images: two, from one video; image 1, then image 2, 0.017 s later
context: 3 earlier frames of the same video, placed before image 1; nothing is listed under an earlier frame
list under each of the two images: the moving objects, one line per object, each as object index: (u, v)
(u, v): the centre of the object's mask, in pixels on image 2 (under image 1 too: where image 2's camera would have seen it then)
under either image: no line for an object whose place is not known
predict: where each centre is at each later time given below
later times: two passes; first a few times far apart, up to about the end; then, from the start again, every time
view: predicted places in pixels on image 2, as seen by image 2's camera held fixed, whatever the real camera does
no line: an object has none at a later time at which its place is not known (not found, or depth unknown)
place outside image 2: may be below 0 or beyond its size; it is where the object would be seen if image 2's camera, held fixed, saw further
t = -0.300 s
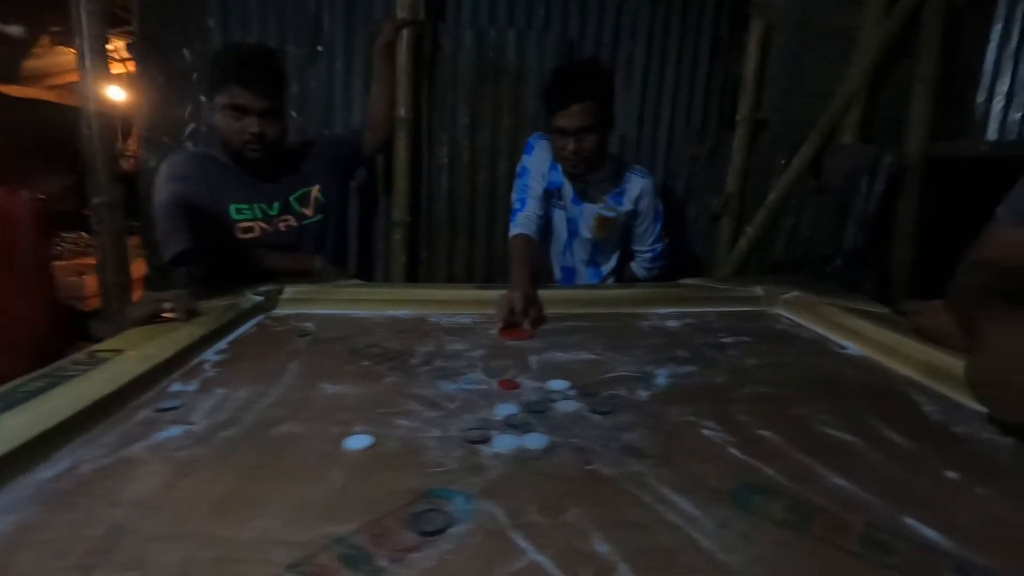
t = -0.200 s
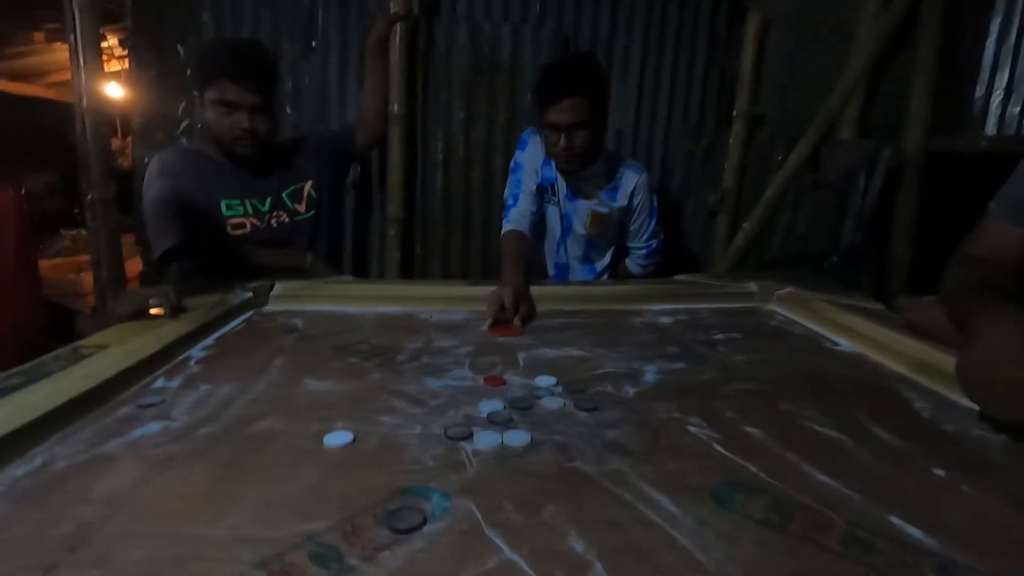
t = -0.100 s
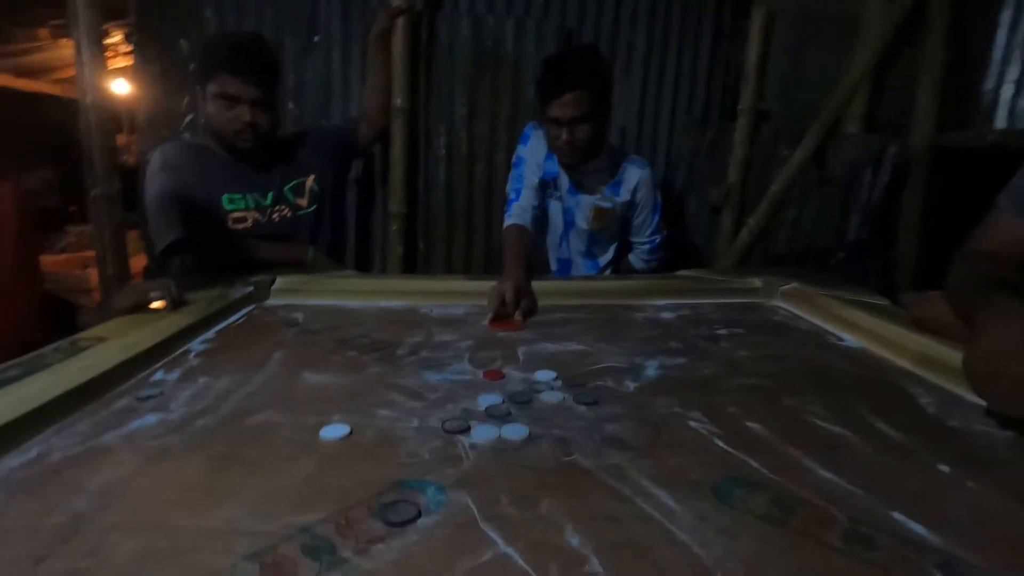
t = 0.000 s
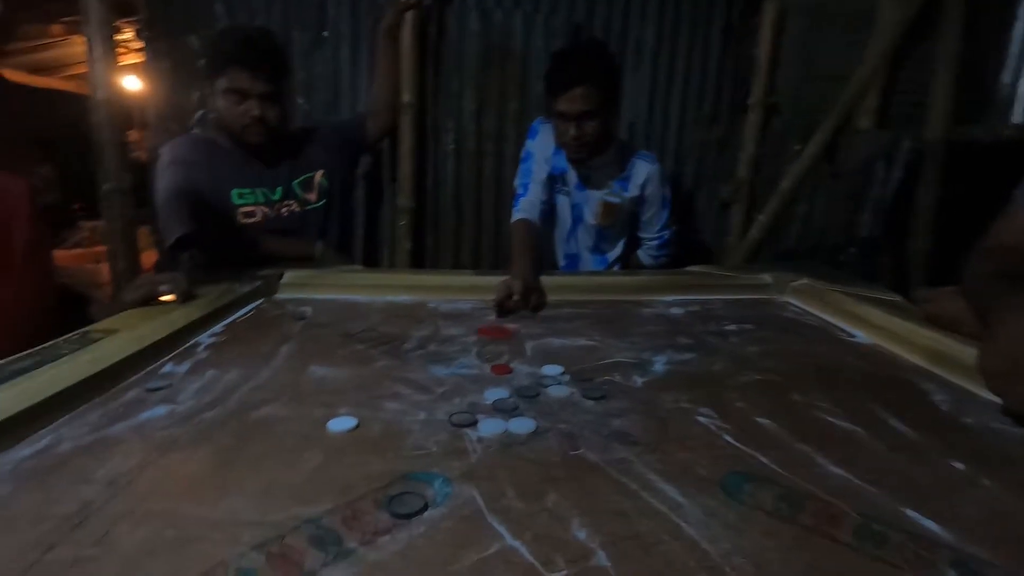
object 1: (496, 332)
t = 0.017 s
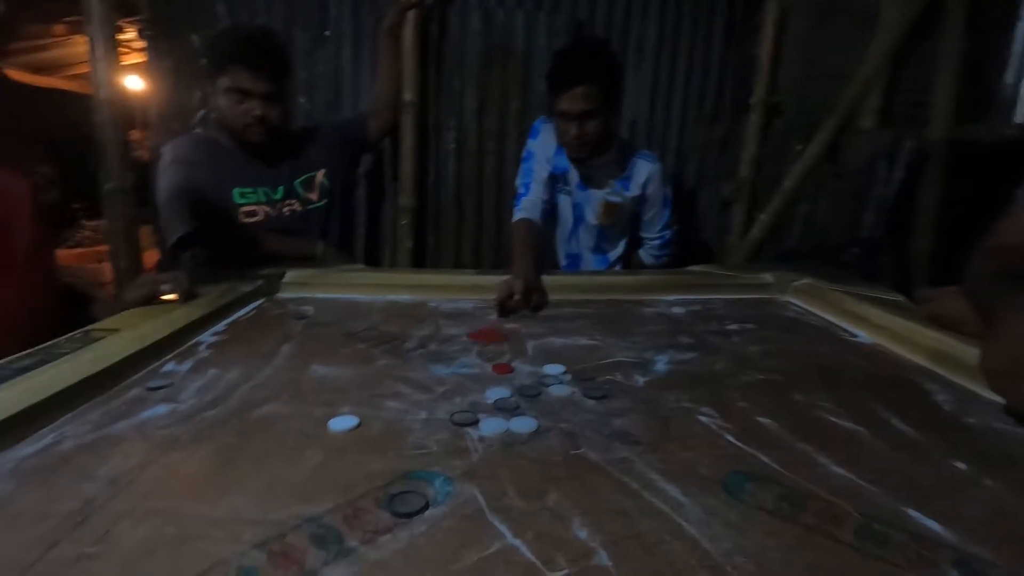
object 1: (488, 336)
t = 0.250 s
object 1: (358, 415)
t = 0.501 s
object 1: (242, 491)
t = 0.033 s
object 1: (480, 341)
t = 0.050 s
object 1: (471, 346)
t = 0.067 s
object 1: (464, 351)
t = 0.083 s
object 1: (455, 356)
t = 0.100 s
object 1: (446, 361)
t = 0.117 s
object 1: (438, 366)
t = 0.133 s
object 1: (428, 373)
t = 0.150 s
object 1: (419, 379)
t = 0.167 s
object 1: (408, 385)
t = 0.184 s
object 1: (398, 391)
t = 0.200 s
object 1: (387, 397)
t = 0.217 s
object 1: (376, 404)
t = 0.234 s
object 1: (367, 410)
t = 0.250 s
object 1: (358, 415)
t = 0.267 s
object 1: (349, 421)
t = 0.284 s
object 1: (342, 427)
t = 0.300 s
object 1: (333, 432)
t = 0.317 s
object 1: (324, 438)
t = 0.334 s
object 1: (316, 443)
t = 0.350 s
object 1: (307, 449)
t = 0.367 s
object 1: (299, 454)
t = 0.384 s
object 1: (291, 459)
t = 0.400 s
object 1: (283, 465)
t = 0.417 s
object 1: (275, 469)
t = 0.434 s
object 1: (267, 474)
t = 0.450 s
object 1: (260, 479)
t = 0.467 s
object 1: (253, 483)
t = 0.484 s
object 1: (248, 487)
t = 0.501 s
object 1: (242, 491)
